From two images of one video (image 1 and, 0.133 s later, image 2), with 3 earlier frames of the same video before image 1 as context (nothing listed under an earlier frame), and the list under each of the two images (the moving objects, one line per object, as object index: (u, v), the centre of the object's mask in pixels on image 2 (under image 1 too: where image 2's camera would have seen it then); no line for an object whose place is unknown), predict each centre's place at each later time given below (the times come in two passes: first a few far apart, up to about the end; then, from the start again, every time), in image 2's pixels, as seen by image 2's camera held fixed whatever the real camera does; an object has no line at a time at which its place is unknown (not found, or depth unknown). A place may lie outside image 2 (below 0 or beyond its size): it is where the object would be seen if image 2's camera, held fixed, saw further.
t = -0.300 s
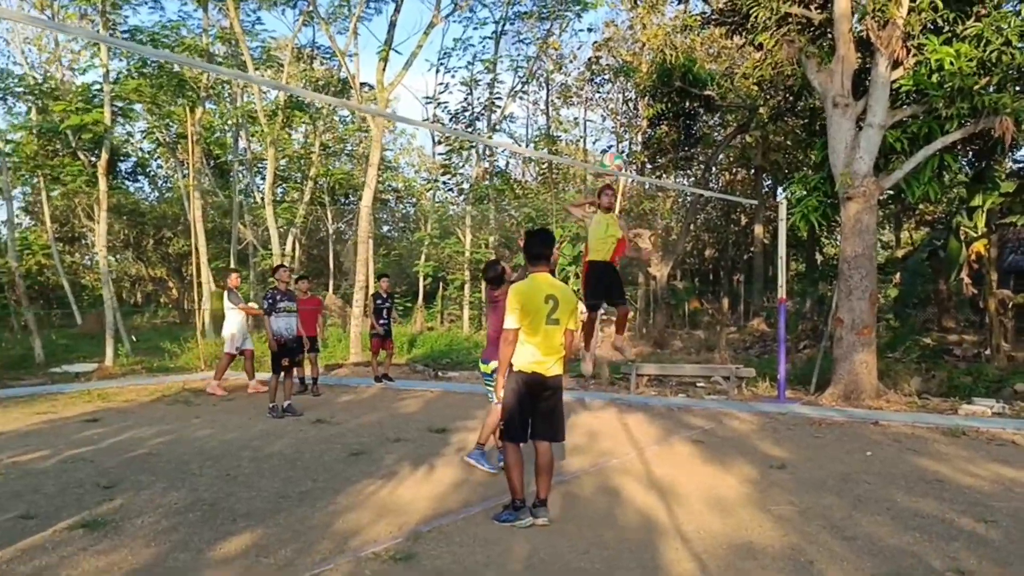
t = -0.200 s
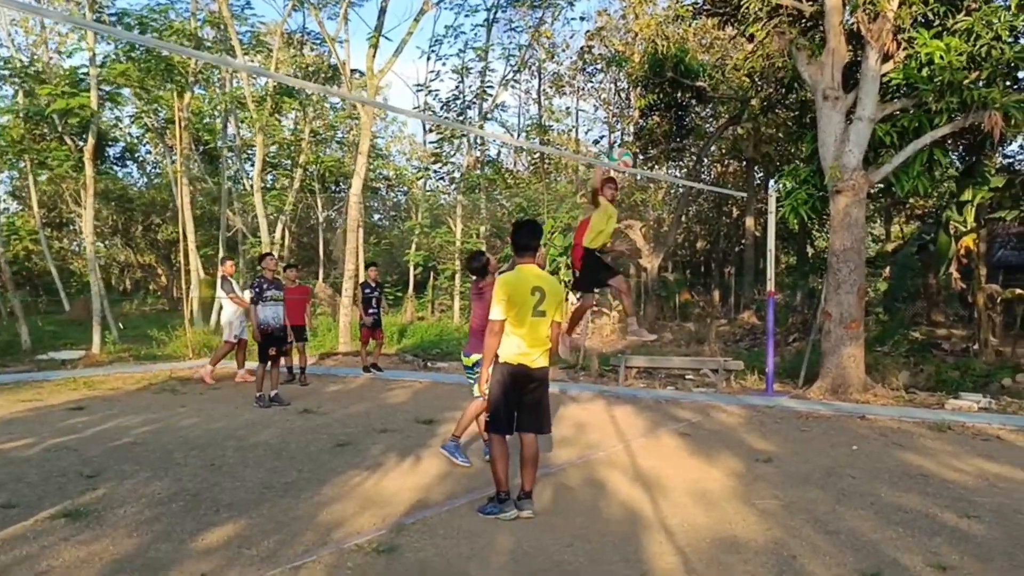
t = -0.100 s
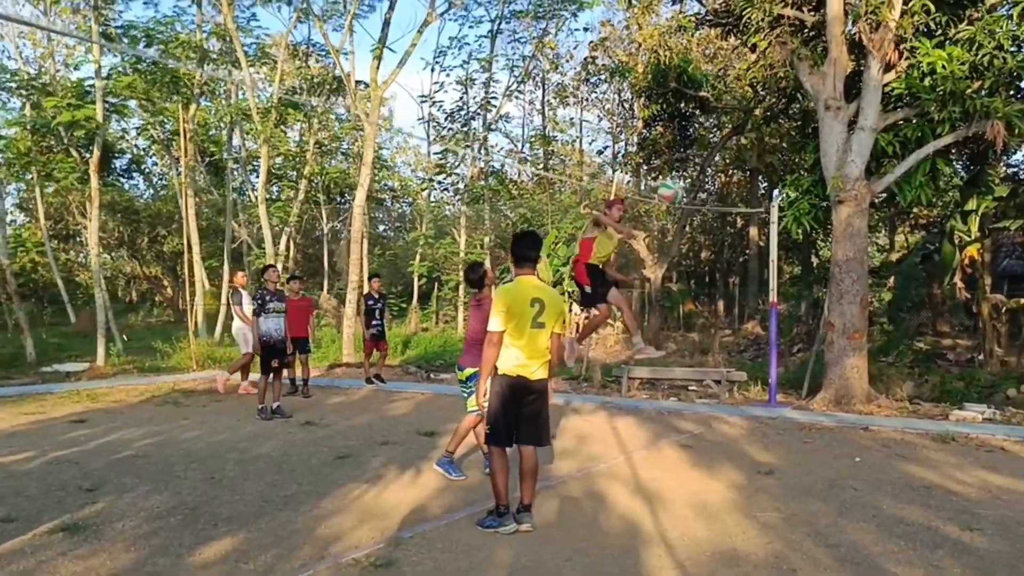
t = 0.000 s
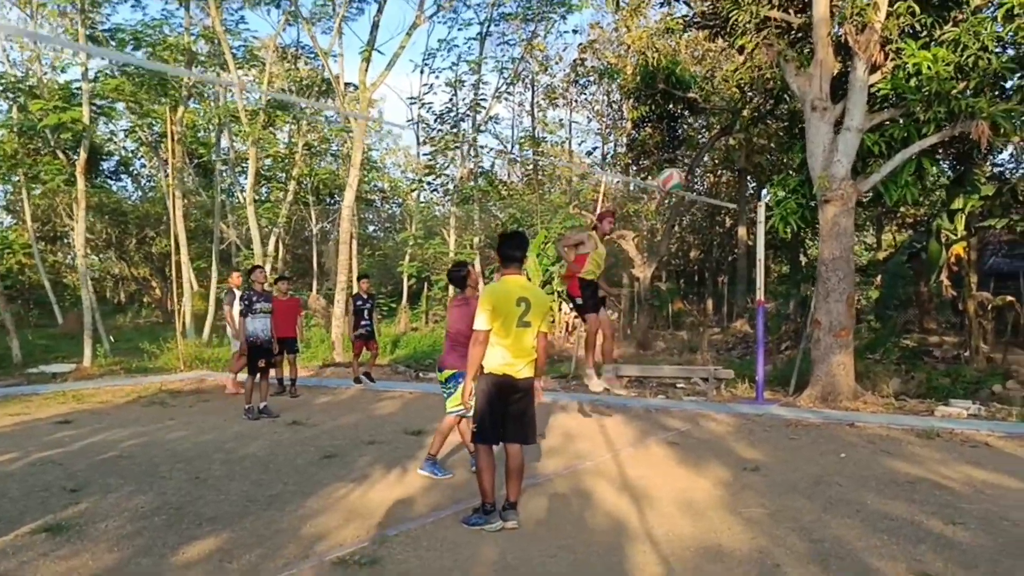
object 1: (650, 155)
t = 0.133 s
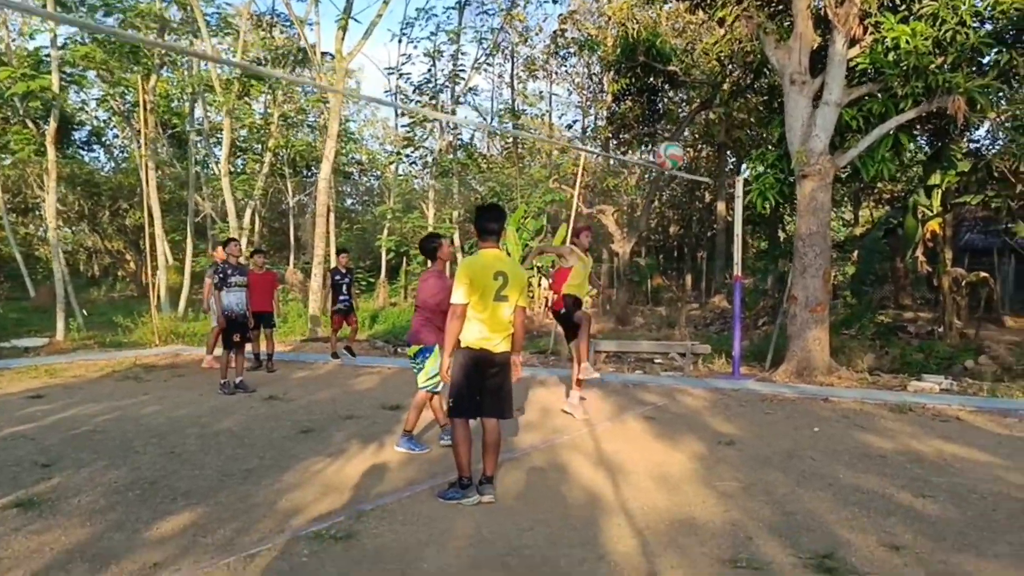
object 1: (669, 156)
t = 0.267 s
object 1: (692, 181)
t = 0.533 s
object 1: (744, 326)
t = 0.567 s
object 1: (752, 355)
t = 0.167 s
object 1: (674, 159)
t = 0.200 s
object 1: (680, 165)
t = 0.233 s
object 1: (686, 173)
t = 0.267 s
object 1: (692, 181)
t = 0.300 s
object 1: (697, 193)
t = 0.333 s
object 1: (704, 205)
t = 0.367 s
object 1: (711, 219)
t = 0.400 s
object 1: (716, 237)
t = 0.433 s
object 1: (722, 256)
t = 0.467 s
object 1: (729, 277)
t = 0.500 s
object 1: (737, 300)
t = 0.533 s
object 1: (744, 326)
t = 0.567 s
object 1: (752, 355)
